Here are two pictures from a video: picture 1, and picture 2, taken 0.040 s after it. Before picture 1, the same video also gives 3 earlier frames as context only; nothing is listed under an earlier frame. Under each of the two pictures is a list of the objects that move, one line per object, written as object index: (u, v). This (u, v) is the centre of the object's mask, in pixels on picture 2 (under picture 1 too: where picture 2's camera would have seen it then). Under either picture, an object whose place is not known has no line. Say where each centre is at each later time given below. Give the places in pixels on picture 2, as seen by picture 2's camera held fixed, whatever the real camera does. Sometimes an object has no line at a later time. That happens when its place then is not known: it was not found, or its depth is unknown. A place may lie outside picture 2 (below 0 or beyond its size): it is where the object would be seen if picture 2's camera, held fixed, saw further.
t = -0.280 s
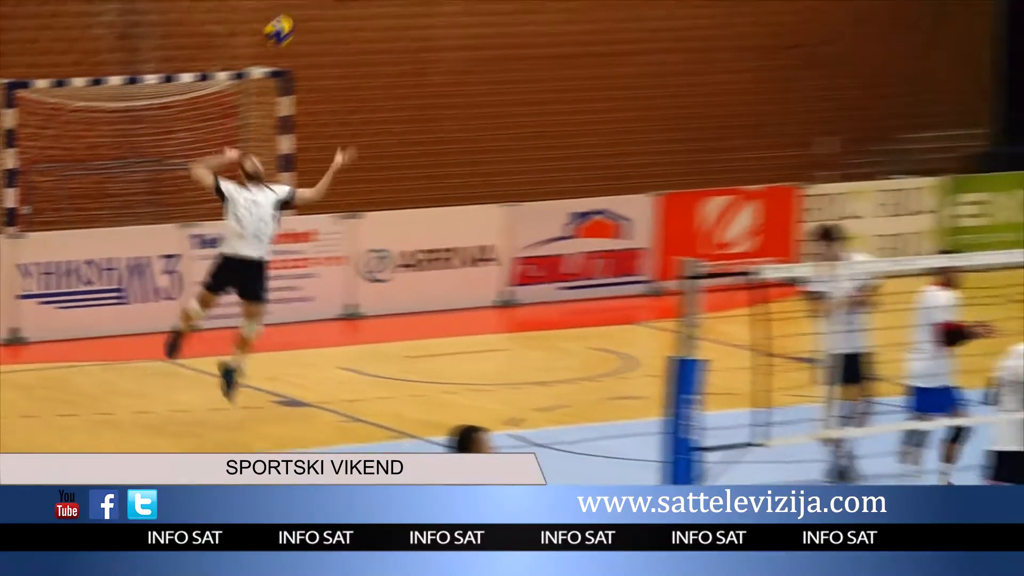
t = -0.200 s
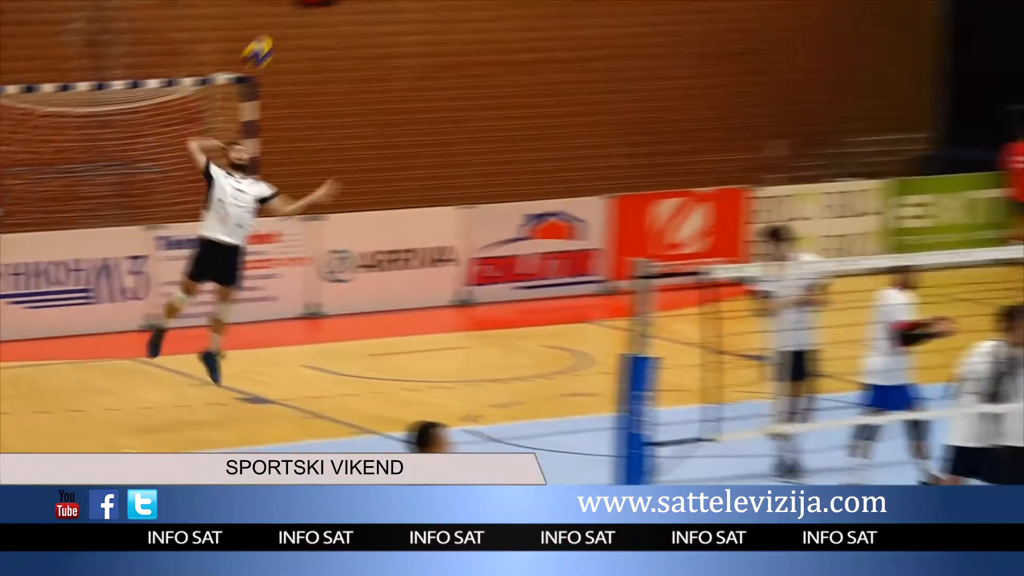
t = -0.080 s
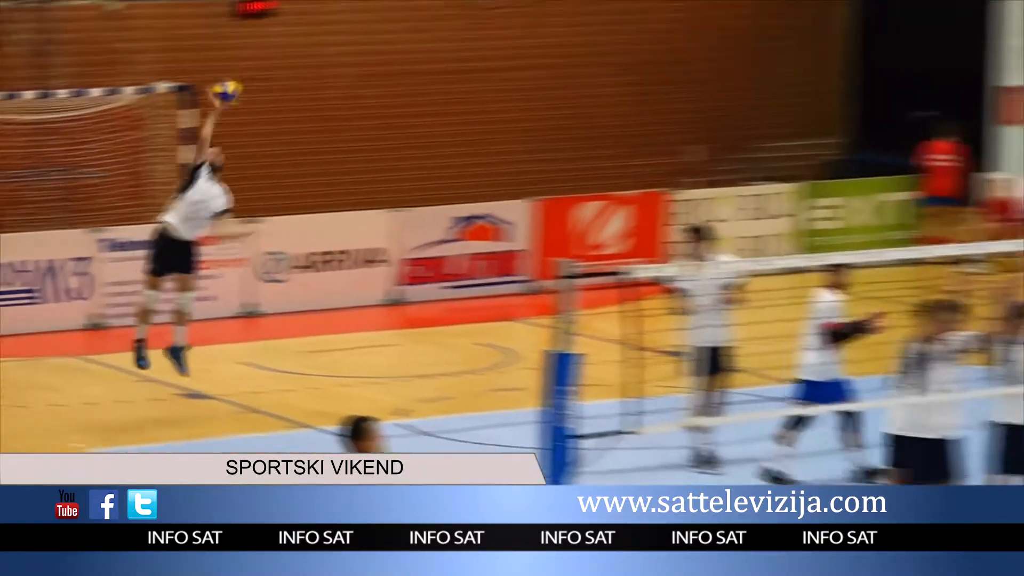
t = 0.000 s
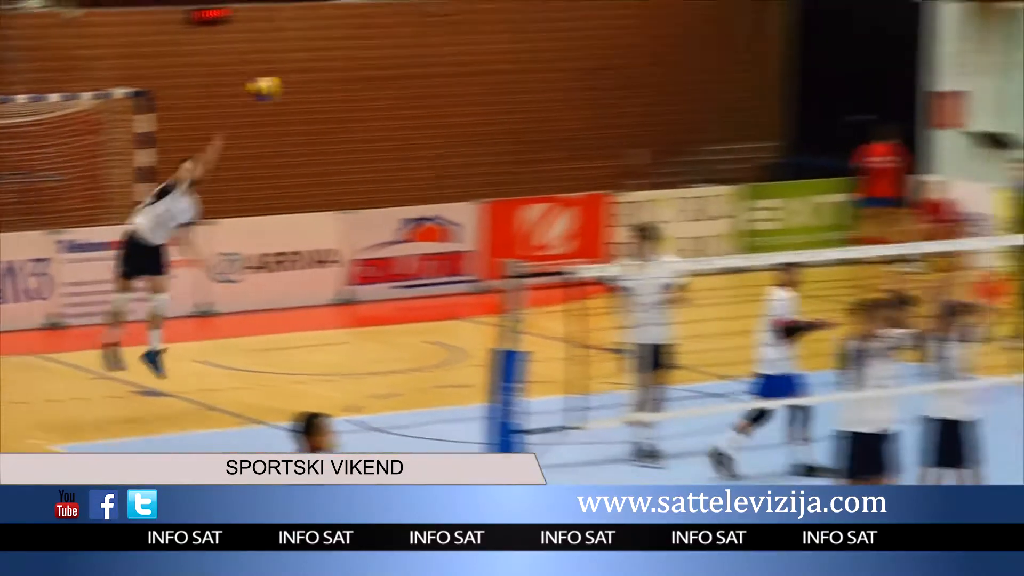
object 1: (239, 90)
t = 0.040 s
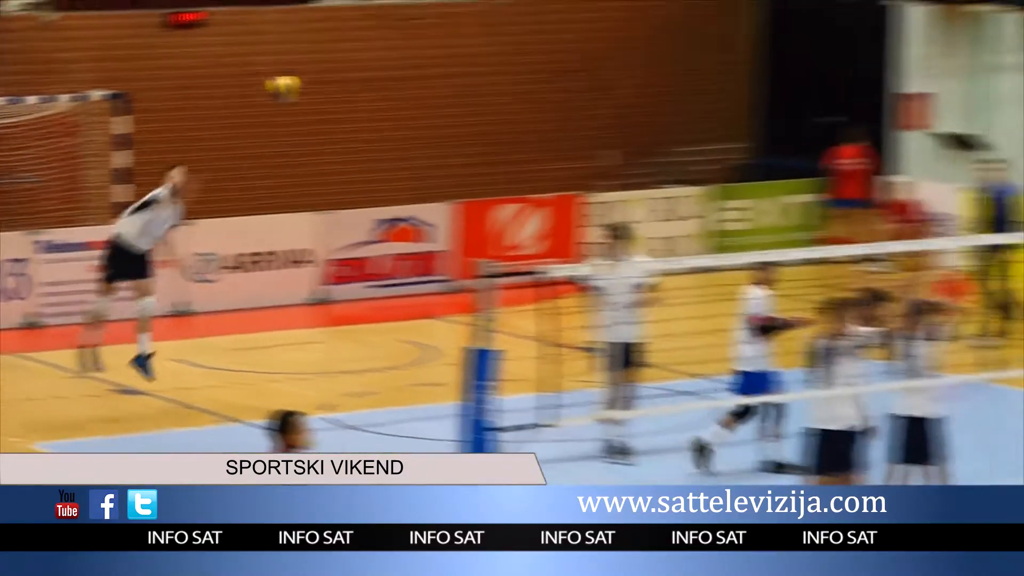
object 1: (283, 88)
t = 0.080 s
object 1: (329, 87)
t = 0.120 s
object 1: (376, 87)
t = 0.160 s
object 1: (422, 89)
